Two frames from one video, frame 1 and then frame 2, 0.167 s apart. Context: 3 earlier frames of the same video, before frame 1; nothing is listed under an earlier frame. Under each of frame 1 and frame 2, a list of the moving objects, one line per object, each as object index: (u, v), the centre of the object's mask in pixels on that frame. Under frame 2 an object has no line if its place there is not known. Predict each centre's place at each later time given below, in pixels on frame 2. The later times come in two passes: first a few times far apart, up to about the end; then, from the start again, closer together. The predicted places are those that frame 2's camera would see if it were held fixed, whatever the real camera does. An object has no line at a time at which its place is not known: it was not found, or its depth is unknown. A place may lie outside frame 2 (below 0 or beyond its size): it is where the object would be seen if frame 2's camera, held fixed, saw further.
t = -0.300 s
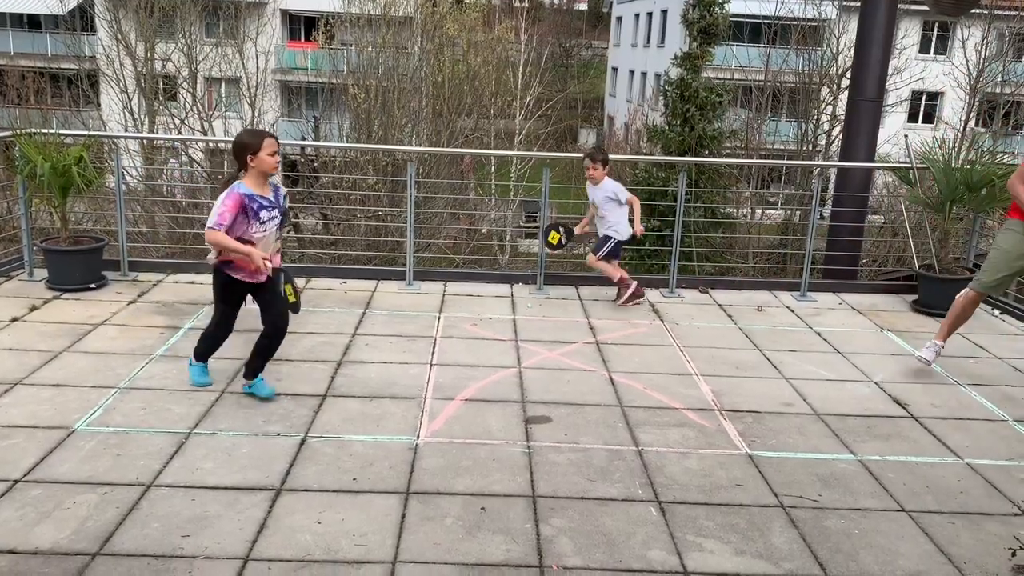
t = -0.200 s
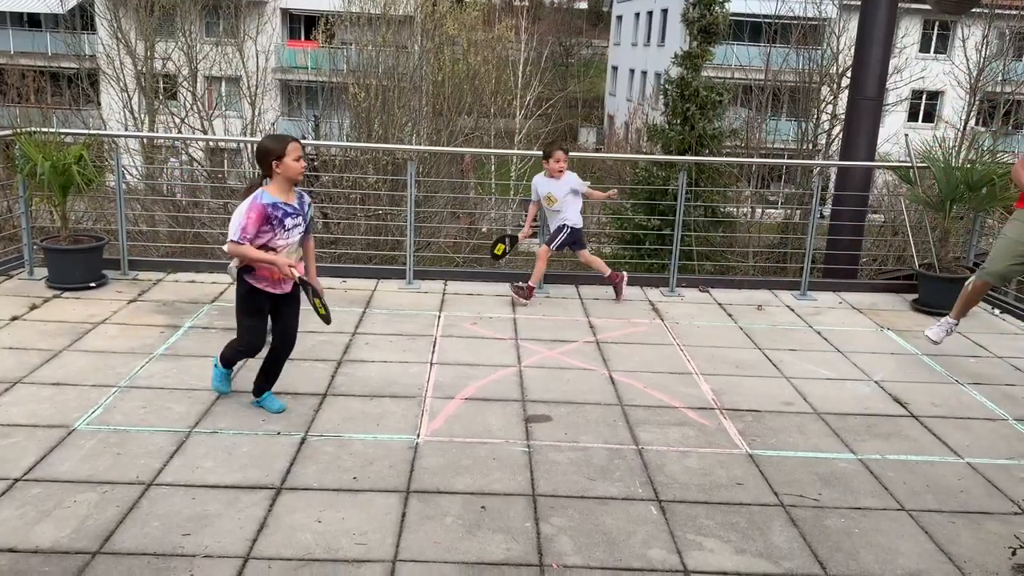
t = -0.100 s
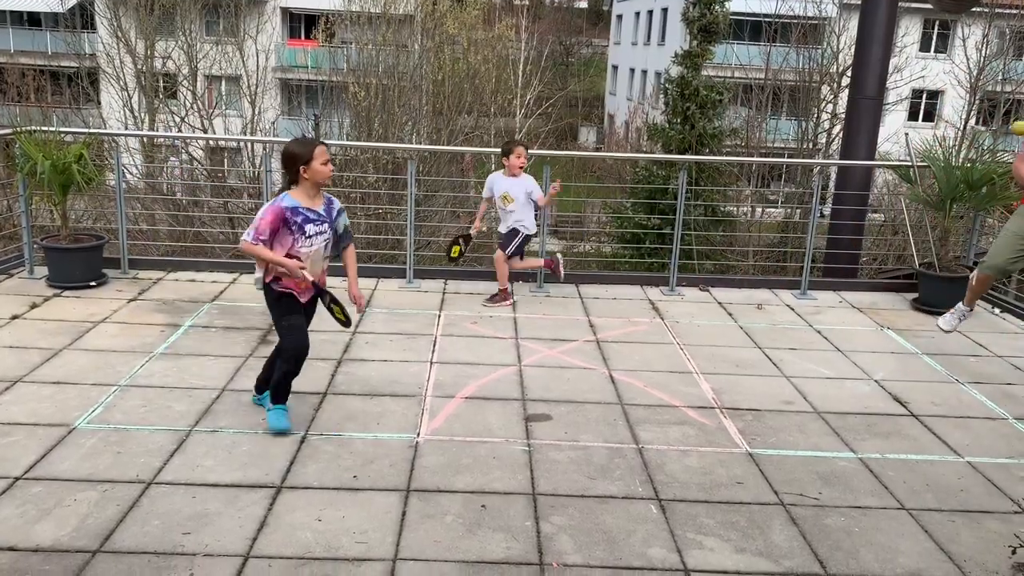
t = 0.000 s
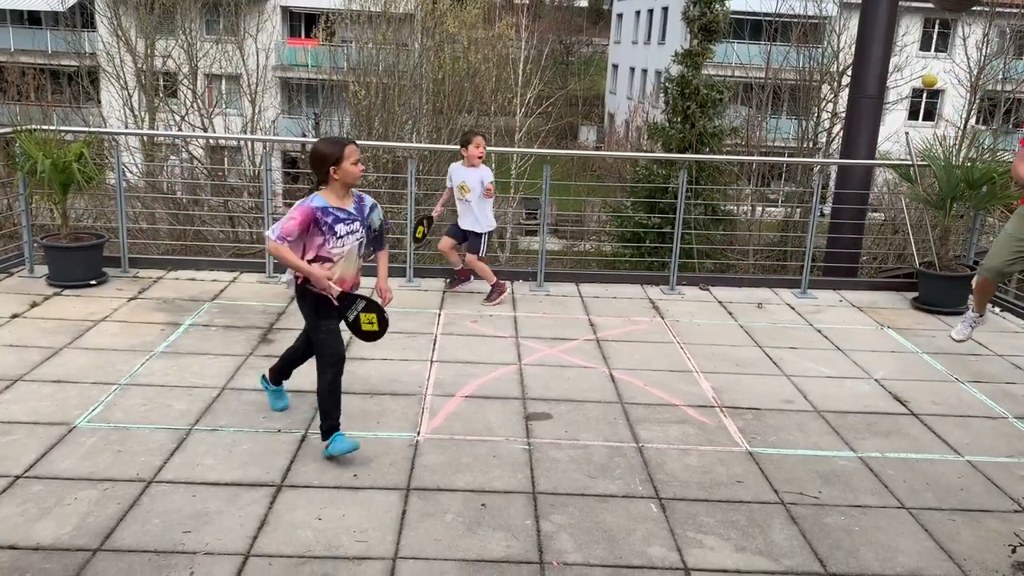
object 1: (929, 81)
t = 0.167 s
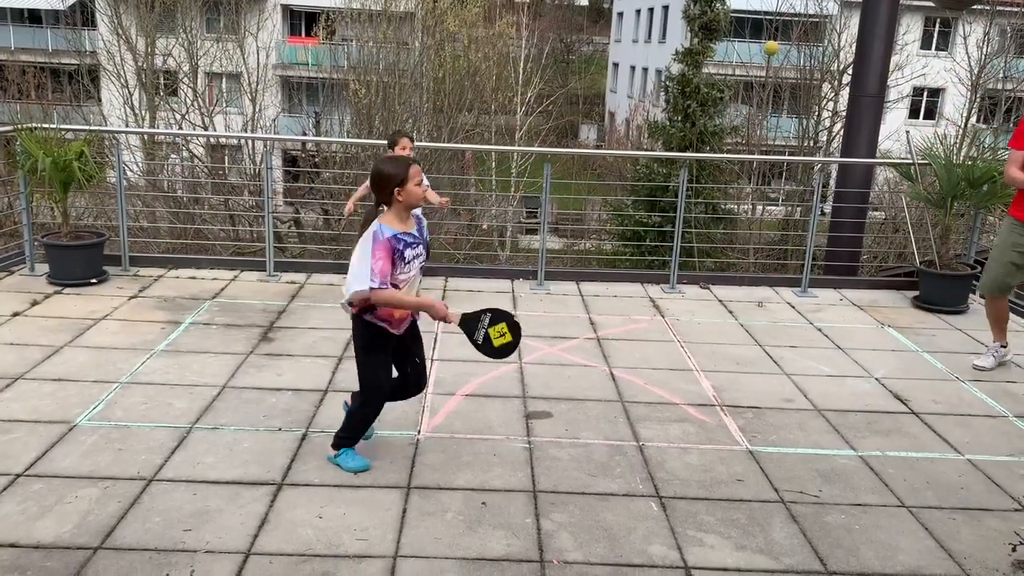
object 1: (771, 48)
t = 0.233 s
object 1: (705, 53)
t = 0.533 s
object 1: (421, 194)
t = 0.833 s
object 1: (196, 324)
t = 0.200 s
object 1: (736, 50)
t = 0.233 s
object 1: (705, 53)
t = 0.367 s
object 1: (574, 95)
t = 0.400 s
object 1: (543, 110)
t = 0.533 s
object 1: (421, 194)
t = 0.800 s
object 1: (215, 345)
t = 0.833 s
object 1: (196, 324)
